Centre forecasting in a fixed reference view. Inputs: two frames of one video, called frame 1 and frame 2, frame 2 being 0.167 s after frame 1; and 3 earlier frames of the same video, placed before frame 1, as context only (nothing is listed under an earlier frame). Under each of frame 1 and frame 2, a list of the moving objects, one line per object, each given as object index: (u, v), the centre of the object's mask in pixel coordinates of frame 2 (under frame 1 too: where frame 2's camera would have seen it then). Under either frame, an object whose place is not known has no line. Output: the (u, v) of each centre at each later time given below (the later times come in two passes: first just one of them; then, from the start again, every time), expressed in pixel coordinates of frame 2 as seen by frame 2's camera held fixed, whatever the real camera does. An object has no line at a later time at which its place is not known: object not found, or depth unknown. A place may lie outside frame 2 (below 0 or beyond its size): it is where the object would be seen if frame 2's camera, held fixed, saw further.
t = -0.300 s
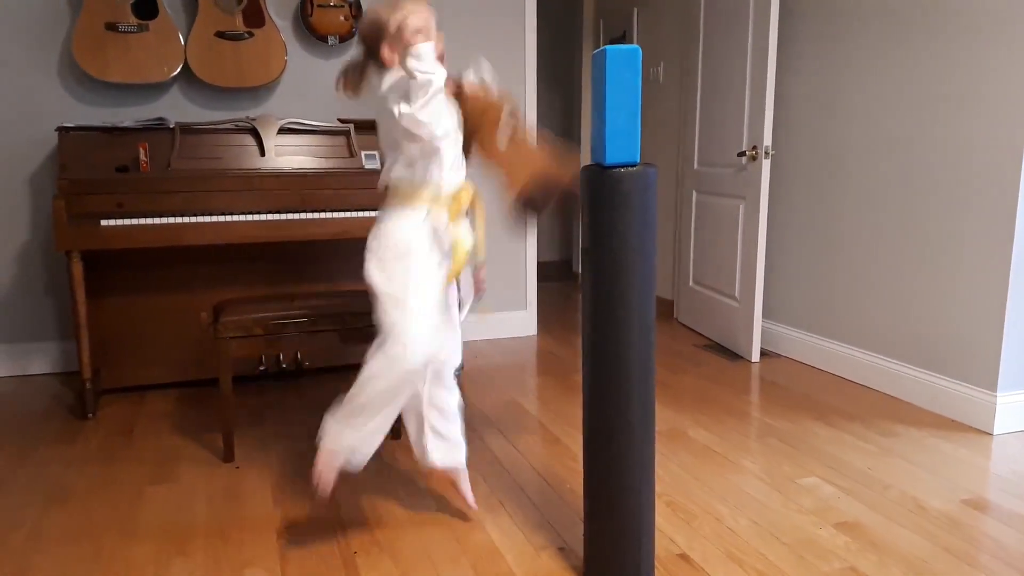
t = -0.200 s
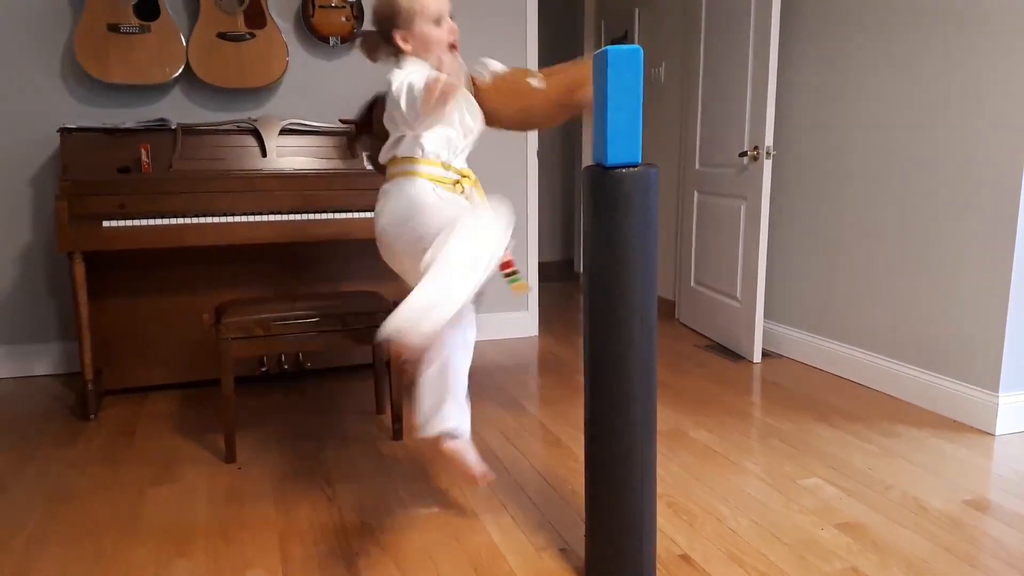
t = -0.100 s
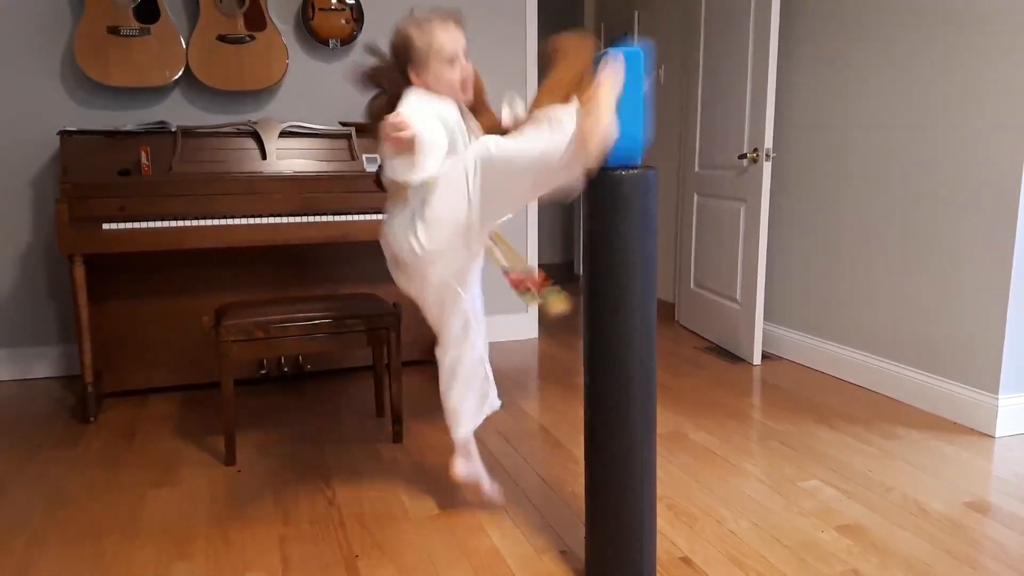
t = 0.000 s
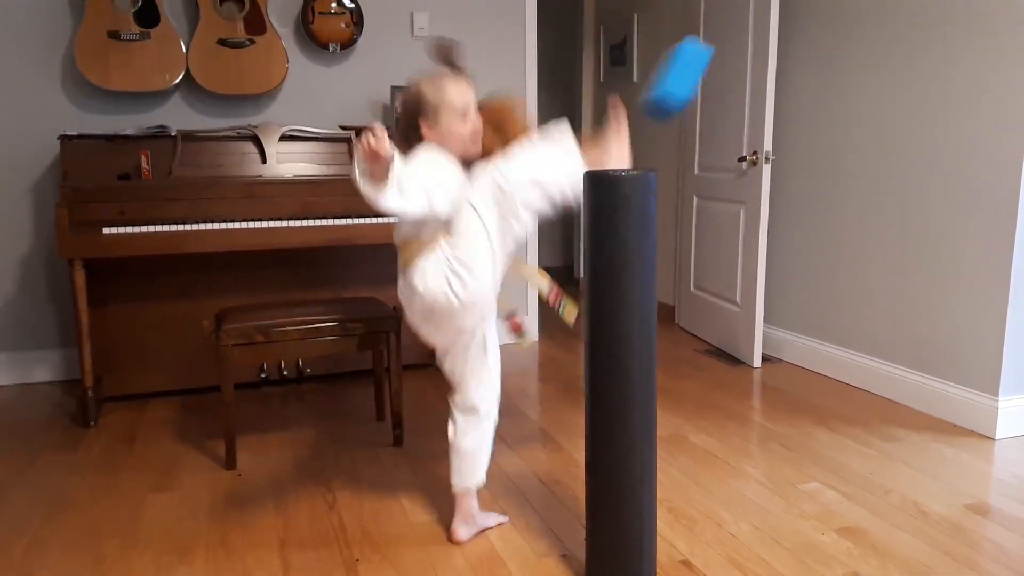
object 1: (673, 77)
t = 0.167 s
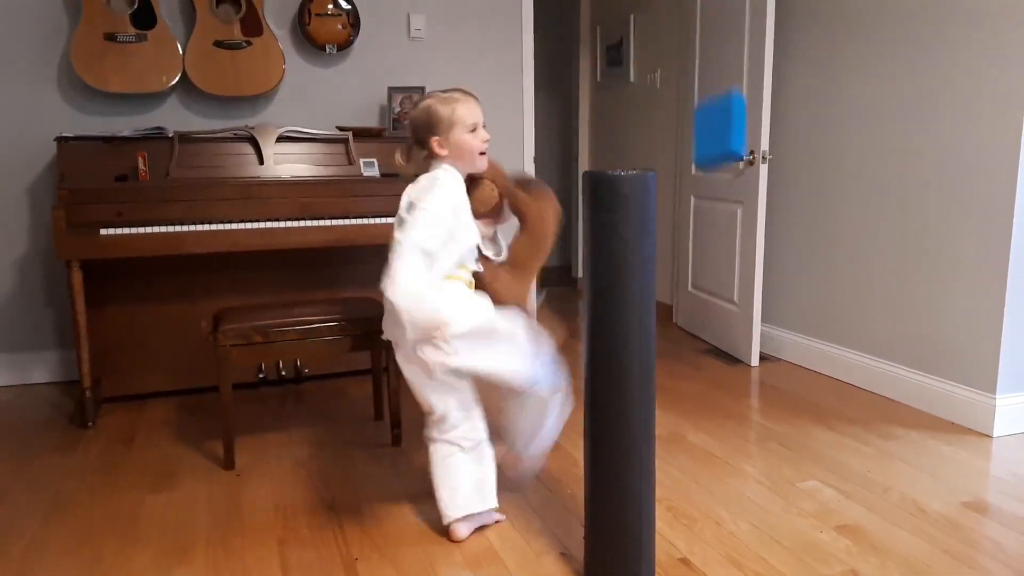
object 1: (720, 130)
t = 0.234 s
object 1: (730, 165)
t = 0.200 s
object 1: (725, 147)
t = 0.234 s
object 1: (730, 165)
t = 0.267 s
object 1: (734, 184)
